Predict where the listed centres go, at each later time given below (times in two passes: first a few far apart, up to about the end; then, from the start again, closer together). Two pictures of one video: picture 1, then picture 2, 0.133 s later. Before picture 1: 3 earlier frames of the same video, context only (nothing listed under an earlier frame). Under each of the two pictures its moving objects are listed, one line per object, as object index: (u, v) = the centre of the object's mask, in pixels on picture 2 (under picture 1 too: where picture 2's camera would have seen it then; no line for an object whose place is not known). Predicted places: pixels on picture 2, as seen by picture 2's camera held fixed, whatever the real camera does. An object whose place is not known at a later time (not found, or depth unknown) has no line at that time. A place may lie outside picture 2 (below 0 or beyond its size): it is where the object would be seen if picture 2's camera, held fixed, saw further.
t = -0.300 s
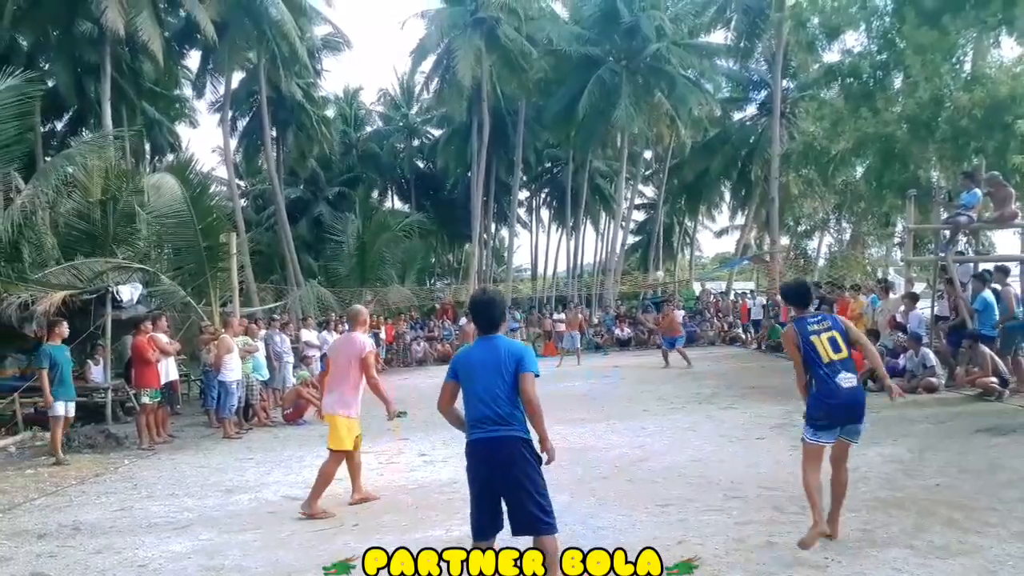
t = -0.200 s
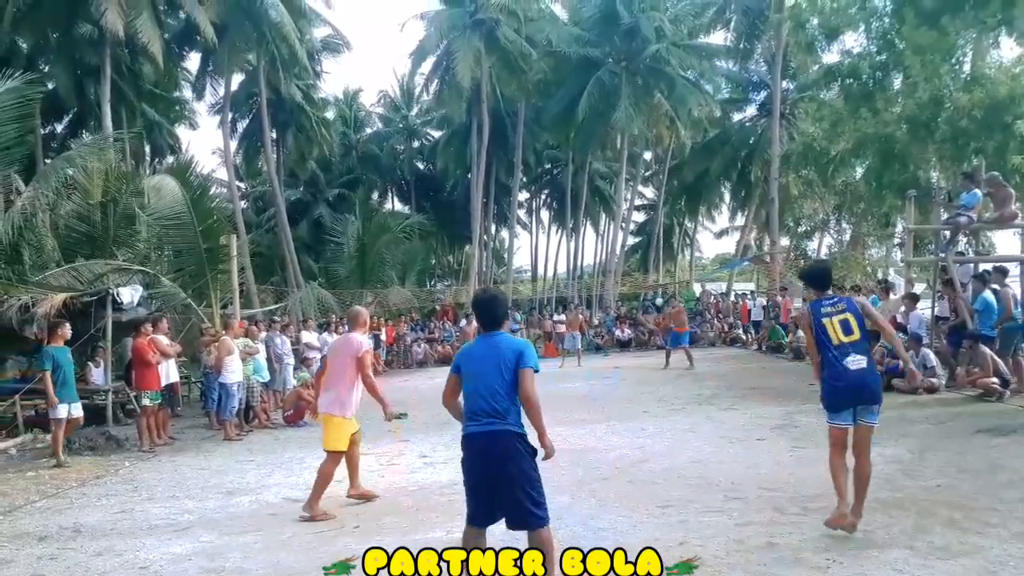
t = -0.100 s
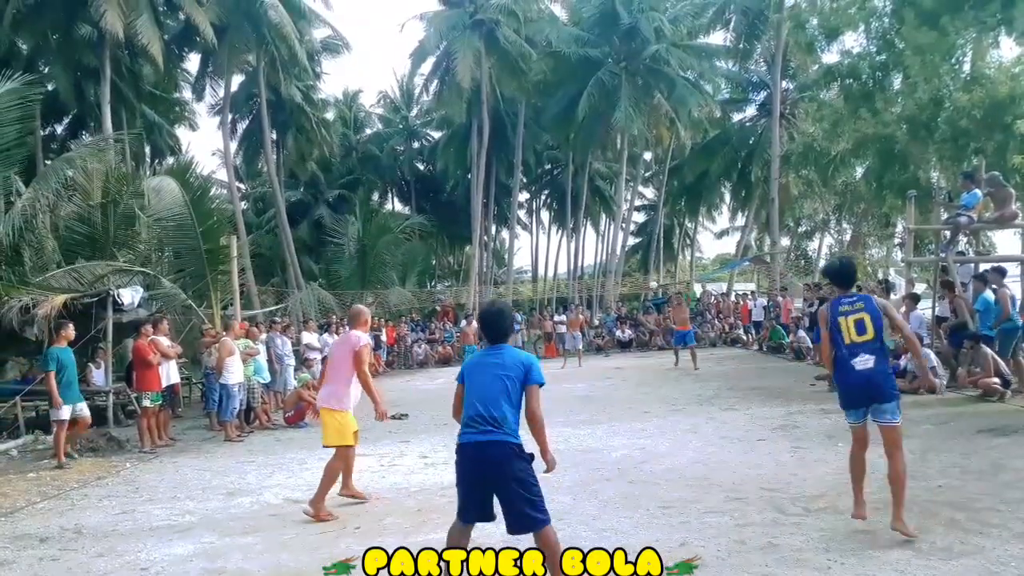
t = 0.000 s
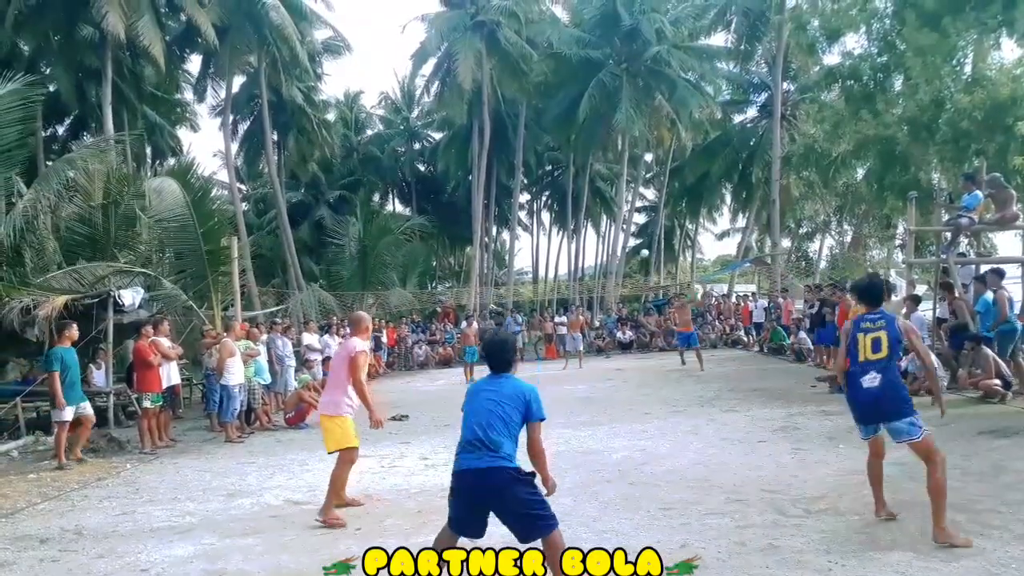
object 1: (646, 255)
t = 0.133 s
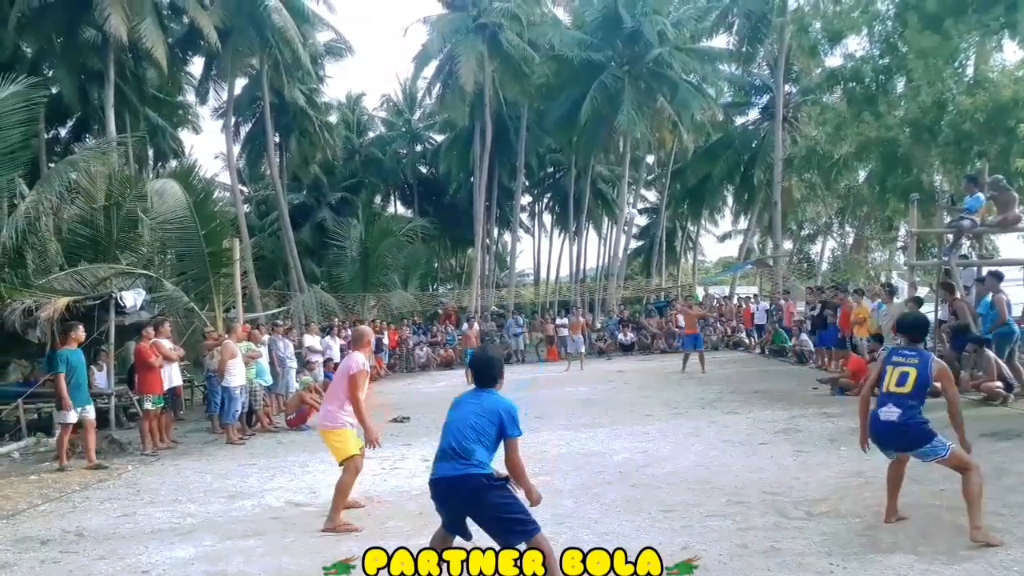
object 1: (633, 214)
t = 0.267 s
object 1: (619, 175)
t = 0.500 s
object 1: (591, 122)
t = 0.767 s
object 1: (549, 92)
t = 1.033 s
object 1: (487, 132)
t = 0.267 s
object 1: (619, 175)
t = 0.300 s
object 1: (616, 167)
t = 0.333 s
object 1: (612, 158)
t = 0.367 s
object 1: (608, 150)
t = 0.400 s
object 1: (604, 142)
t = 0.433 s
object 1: (600, 135)
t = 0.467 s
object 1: (596, 128)
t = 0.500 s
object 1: (591, 122)
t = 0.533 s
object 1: (587, 115)
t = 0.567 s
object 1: (582, 110)
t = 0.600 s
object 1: (577, 105)
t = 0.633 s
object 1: (572, 101)
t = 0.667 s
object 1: (566, 98)
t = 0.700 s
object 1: (561, 95)
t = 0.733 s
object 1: (555, 93)
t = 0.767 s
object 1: (549, 92)
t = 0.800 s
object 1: (543, 91)
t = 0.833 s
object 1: (536, 93)
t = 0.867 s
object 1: (529, 95)
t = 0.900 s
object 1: (522, 99)
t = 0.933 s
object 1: (514, 104)
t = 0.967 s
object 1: (506, 112)
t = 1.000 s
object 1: (497, 121)
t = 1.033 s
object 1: (487, 132)
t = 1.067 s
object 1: (477, 147)
